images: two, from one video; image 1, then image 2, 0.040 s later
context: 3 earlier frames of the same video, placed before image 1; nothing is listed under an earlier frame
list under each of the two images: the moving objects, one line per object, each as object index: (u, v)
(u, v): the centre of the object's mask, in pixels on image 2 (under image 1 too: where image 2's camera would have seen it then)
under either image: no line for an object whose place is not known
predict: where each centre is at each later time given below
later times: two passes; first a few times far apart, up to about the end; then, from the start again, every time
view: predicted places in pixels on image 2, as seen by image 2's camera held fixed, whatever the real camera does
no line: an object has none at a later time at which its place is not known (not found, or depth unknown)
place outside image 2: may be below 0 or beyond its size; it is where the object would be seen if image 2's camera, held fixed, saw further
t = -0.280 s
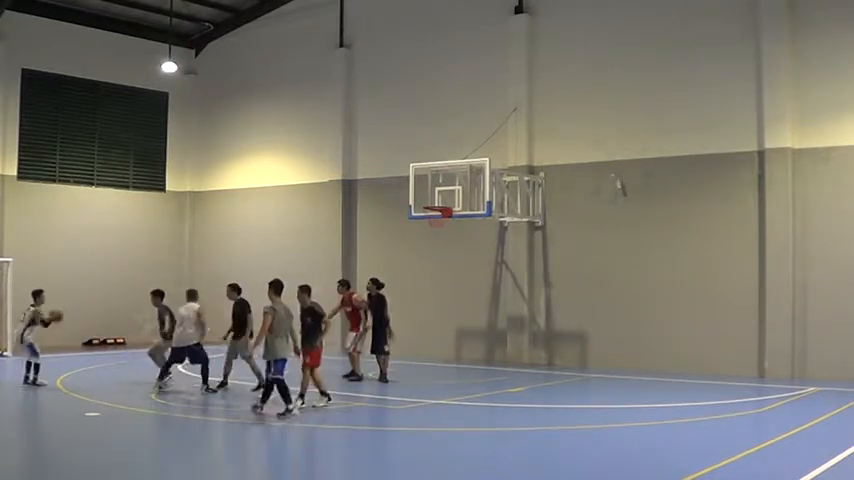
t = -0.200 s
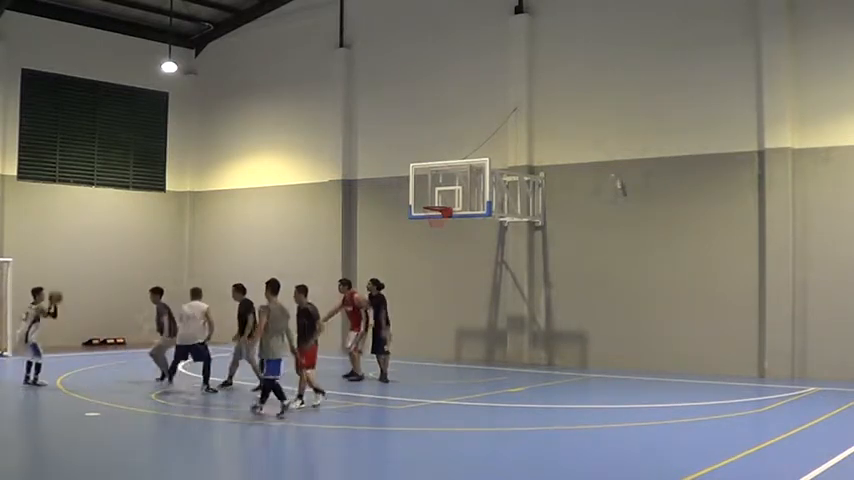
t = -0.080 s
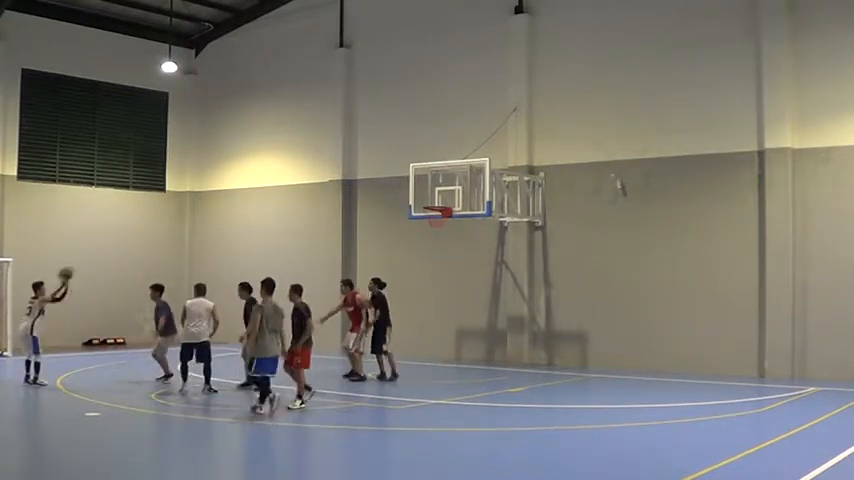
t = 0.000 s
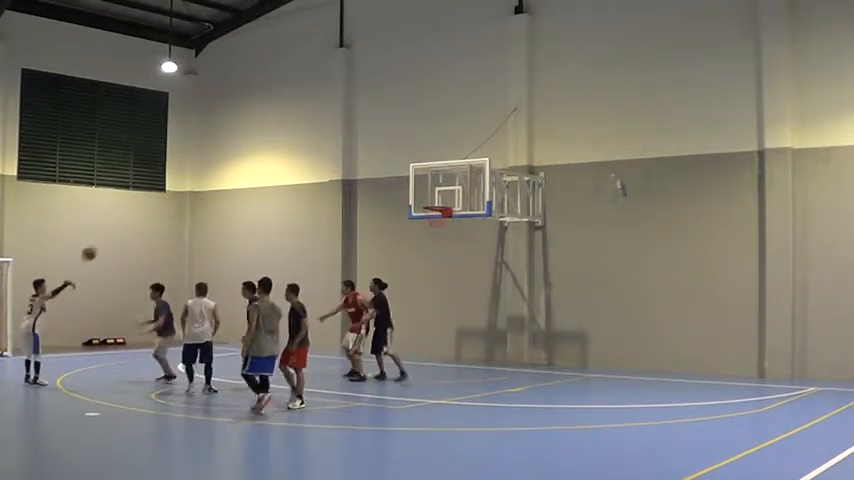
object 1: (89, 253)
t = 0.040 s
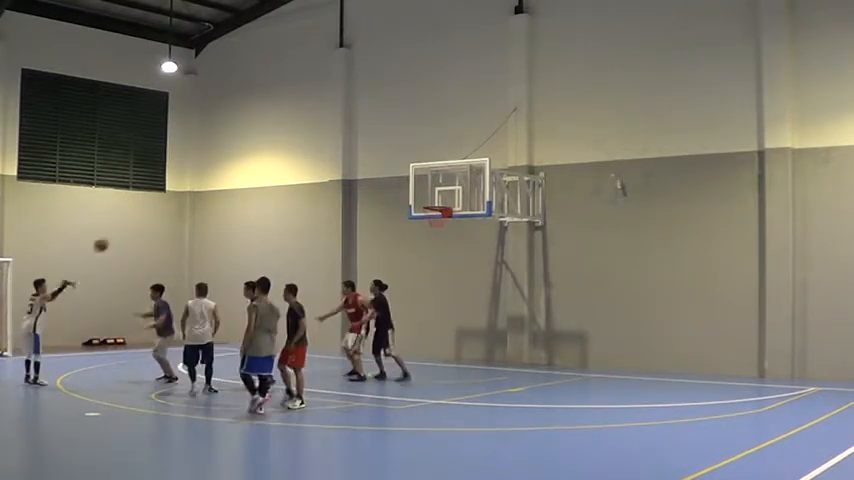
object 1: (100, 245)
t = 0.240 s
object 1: (157, 217)
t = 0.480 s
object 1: (221, 215)
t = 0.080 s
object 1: (112, 237)
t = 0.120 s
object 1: (123, 231)
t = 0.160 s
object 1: (135, 225)
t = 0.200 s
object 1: (146, 221)
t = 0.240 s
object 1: (157, 217)
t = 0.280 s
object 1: (168, 214)
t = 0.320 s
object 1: (179, 213)
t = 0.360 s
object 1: (190, 212)
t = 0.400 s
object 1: (200, 213)
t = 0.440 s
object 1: (211, 213)
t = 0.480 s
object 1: (221, 215)
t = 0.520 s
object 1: (232, 217)
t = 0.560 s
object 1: (242, 220)
